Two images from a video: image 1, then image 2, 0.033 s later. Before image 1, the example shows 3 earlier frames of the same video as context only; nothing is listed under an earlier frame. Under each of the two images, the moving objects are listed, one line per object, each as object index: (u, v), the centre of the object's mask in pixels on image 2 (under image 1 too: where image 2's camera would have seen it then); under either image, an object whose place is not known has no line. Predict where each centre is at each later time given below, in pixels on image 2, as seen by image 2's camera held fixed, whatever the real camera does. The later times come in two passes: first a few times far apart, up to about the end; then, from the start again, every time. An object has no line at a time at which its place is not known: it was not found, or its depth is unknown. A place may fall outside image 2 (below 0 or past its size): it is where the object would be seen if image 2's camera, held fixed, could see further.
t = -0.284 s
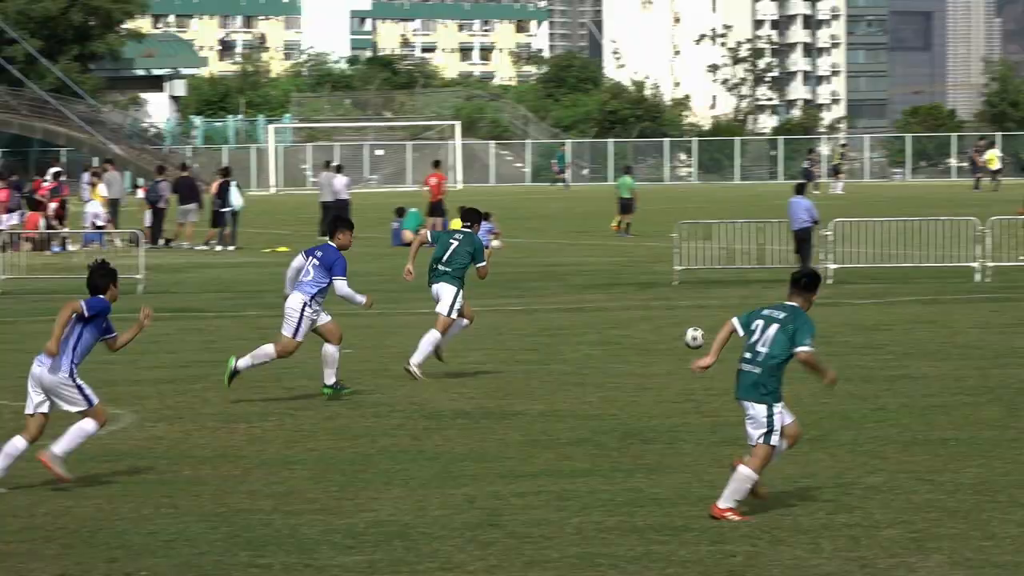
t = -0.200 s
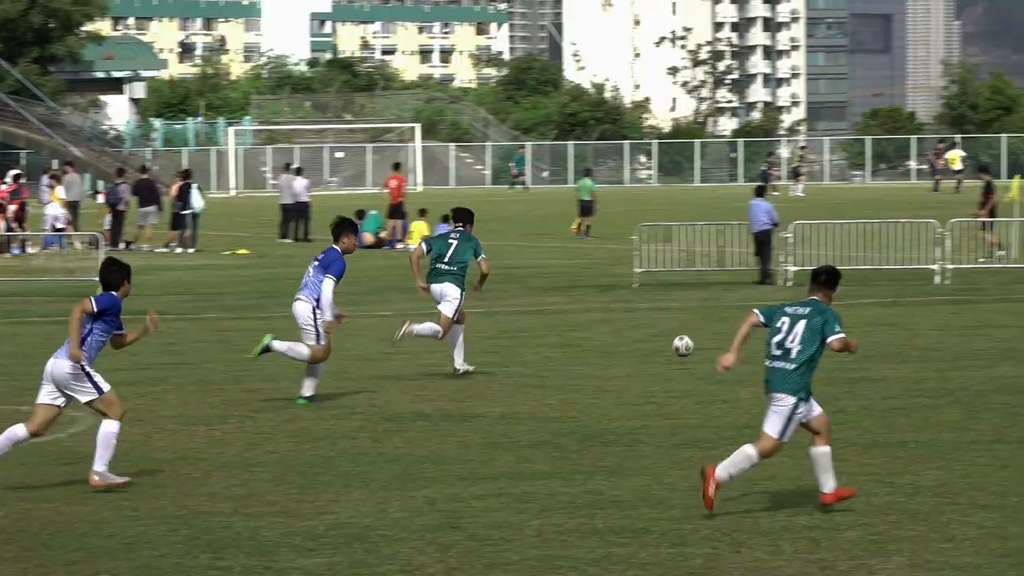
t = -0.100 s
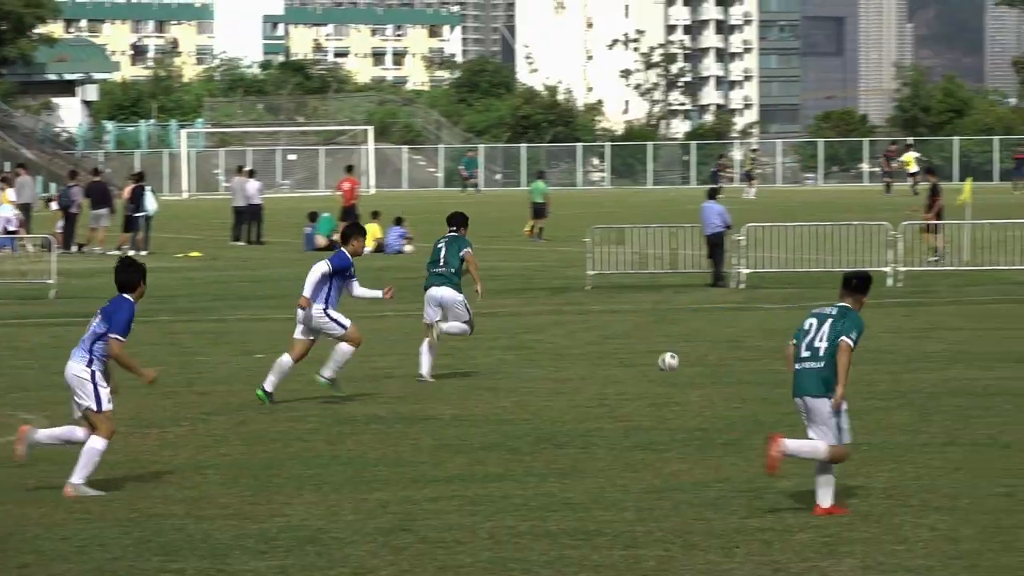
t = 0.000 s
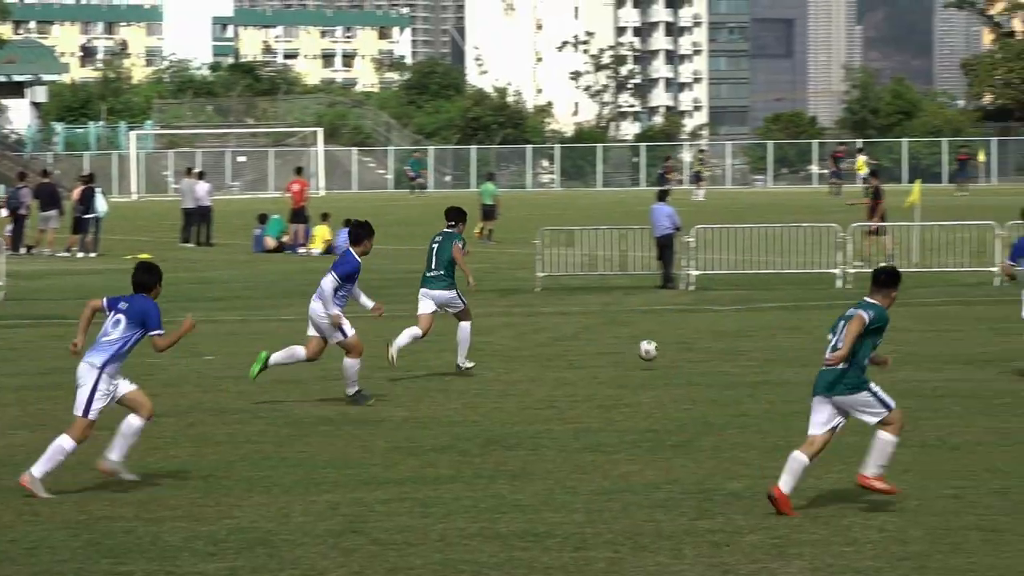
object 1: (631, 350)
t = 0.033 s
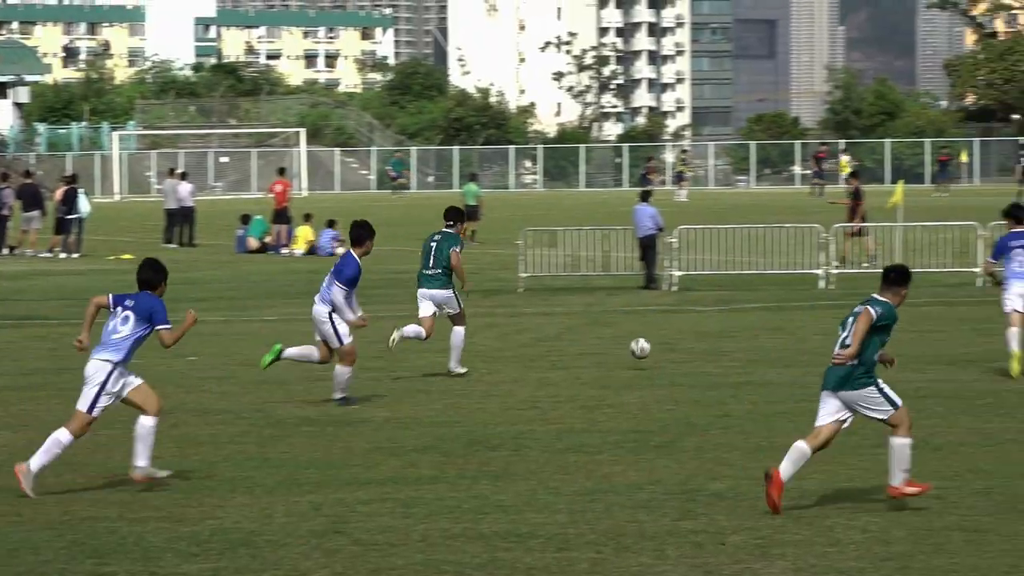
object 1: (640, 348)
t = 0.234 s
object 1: (696, 356)
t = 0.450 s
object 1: (758, 344)
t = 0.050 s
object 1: (644, 347)
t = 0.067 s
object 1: (650, 346)
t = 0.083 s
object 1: (655, 346)
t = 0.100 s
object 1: (659, 346)
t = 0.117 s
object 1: (664, 346)
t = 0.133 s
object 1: (668, 347)
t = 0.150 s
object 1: (673, 348)
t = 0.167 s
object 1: (677, 349)
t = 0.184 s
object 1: (682, 350)
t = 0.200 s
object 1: (687, 352)
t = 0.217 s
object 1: (692, 354)
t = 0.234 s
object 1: (696, 356)
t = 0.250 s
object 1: (701, 356)
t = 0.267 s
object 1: (705, 354)
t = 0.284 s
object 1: (710, 352)
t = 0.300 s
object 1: (715, 350)
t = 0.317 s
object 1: (719, 348)
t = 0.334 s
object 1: (724, 346)
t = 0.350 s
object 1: (729, 345)
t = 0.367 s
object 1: (734, 344)
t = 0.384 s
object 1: (739, 343)
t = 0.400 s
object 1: (744, 343)
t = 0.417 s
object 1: (749, 343)
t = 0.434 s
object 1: (753, 343)
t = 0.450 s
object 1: (758, 344)
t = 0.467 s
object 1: (763, 344)
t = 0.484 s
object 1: (768, 345)
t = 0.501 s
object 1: (773, 346)
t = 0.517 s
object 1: (778, 348)
